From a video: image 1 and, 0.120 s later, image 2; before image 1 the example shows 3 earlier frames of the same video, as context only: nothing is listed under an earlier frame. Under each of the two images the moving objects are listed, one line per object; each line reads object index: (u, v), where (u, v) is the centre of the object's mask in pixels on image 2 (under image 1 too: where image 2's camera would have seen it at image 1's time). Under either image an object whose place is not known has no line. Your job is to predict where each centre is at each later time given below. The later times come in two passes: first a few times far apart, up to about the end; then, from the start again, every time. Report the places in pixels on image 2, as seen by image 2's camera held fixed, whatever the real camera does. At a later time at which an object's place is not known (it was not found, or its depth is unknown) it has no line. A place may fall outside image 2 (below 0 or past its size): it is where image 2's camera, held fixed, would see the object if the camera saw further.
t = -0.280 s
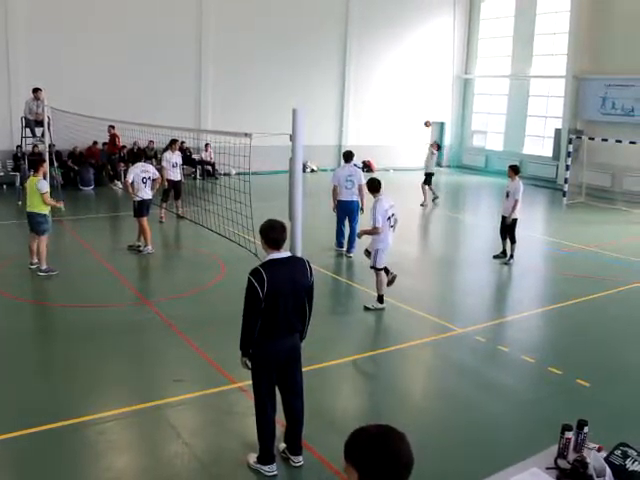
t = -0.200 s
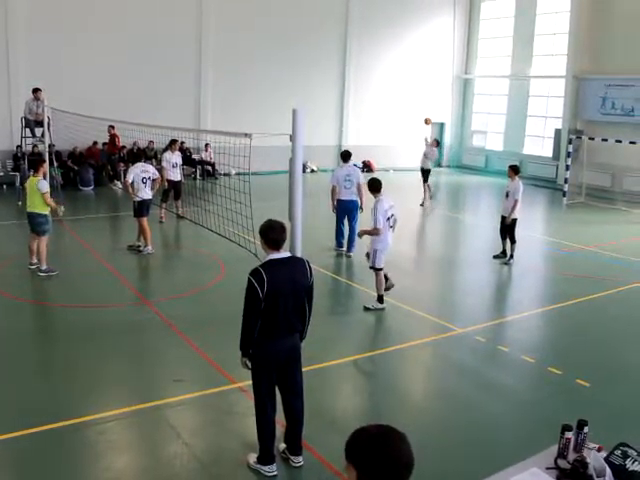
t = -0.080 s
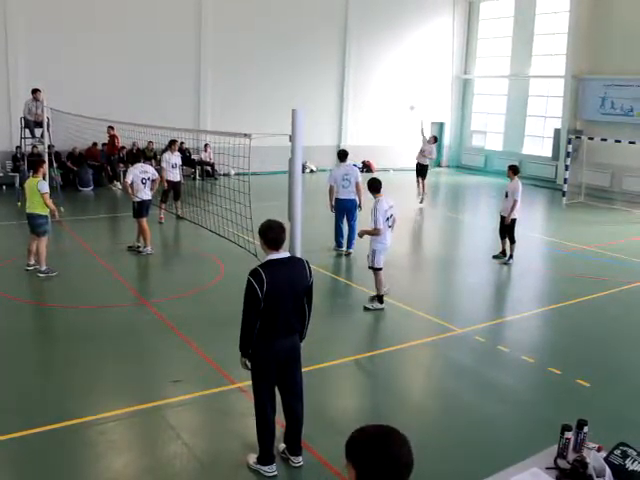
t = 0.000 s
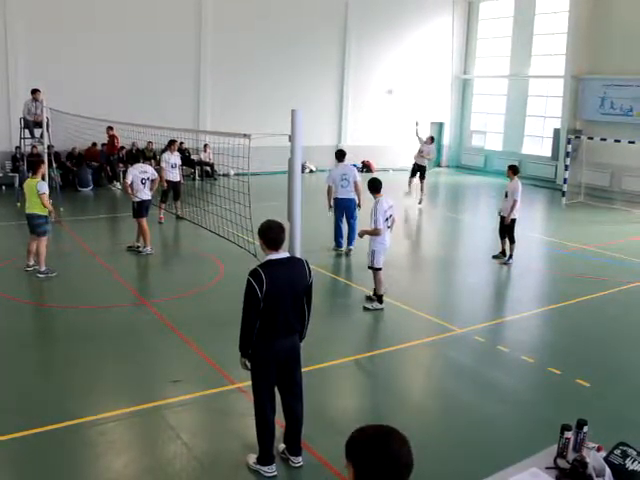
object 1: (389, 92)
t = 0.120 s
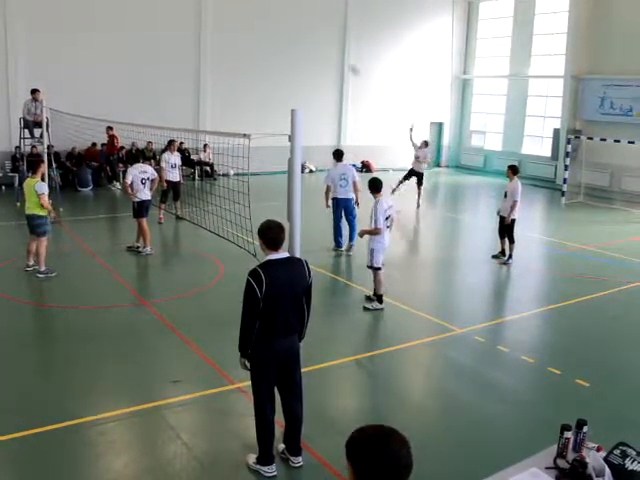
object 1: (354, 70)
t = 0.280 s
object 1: (299, 47)
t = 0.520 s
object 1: (201, 29)
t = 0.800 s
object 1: (56, 51)
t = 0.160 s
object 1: (340, 66)
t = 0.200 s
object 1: (326, 60)
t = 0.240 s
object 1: (312, 52)
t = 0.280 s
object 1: (299, 47)
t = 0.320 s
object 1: (283, 41)
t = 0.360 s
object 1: (271, 39)
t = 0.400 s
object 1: (251, 34)
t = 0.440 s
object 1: (235, 32)
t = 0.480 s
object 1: (217, 29)
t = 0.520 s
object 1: (201, 29)
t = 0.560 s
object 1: (178, 29)
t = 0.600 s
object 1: (165, 30)
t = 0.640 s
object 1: (145, 33)
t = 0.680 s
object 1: (124, 36)
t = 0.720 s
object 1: (101, 39)
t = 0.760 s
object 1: (78, 45)
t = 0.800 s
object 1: (56, 51)
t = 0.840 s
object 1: (34, 58)
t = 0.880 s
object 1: (10, 67)
